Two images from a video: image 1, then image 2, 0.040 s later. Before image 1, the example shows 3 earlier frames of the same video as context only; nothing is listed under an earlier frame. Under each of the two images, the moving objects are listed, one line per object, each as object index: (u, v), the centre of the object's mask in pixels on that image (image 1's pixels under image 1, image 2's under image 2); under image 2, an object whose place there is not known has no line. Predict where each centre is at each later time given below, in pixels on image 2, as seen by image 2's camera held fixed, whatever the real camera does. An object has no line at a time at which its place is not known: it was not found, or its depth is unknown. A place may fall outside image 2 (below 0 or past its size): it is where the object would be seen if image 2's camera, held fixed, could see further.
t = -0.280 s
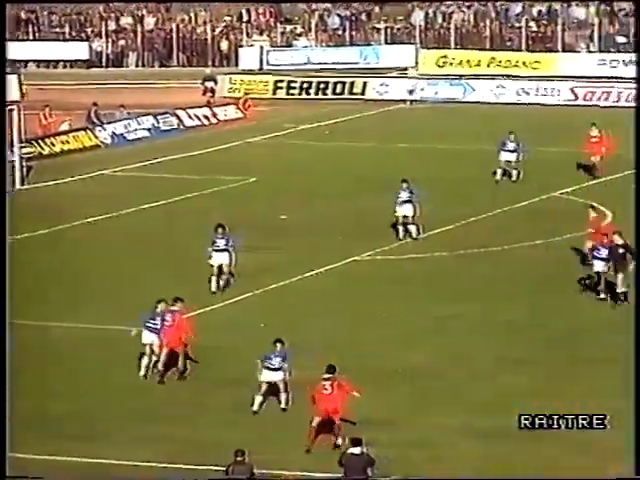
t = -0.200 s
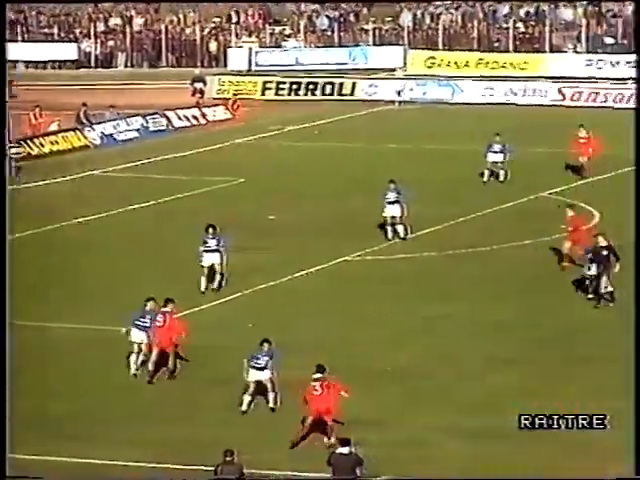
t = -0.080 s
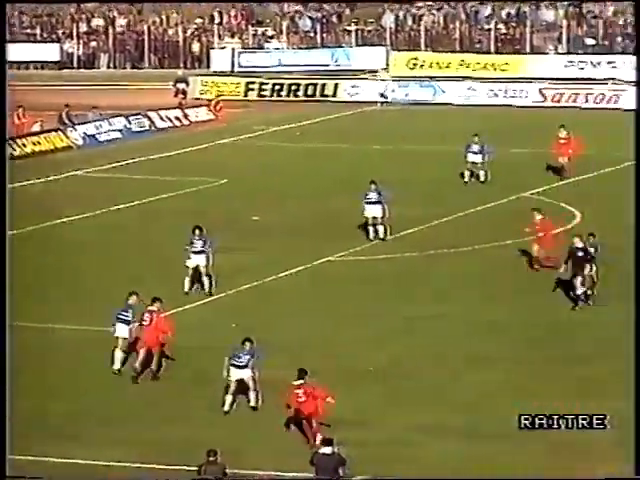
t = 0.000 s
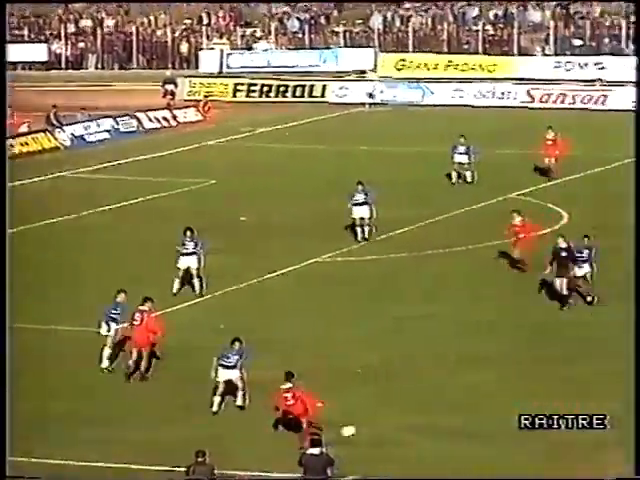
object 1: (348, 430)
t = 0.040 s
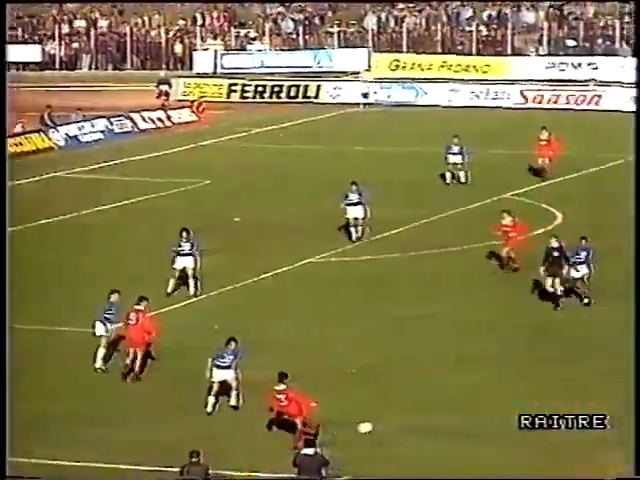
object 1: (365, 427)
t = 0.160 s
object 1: (422, 416)
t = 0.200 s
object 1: (442, 413)
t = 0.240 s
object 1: (461, 411)
